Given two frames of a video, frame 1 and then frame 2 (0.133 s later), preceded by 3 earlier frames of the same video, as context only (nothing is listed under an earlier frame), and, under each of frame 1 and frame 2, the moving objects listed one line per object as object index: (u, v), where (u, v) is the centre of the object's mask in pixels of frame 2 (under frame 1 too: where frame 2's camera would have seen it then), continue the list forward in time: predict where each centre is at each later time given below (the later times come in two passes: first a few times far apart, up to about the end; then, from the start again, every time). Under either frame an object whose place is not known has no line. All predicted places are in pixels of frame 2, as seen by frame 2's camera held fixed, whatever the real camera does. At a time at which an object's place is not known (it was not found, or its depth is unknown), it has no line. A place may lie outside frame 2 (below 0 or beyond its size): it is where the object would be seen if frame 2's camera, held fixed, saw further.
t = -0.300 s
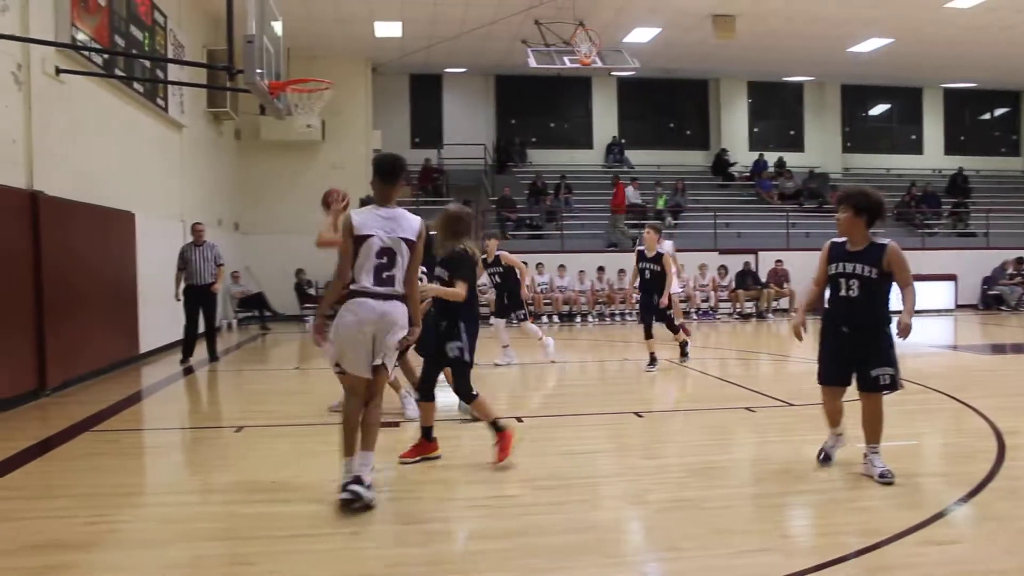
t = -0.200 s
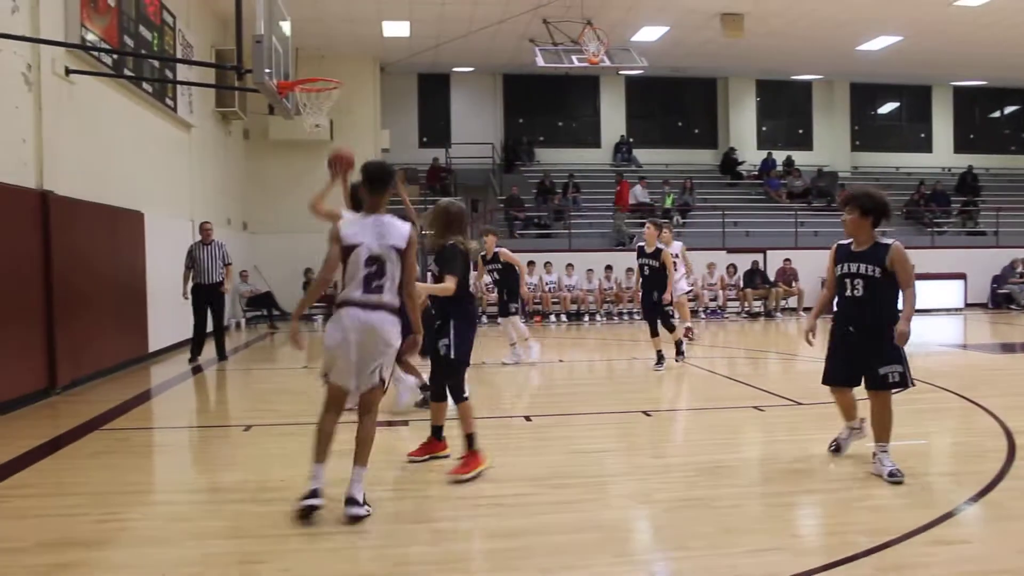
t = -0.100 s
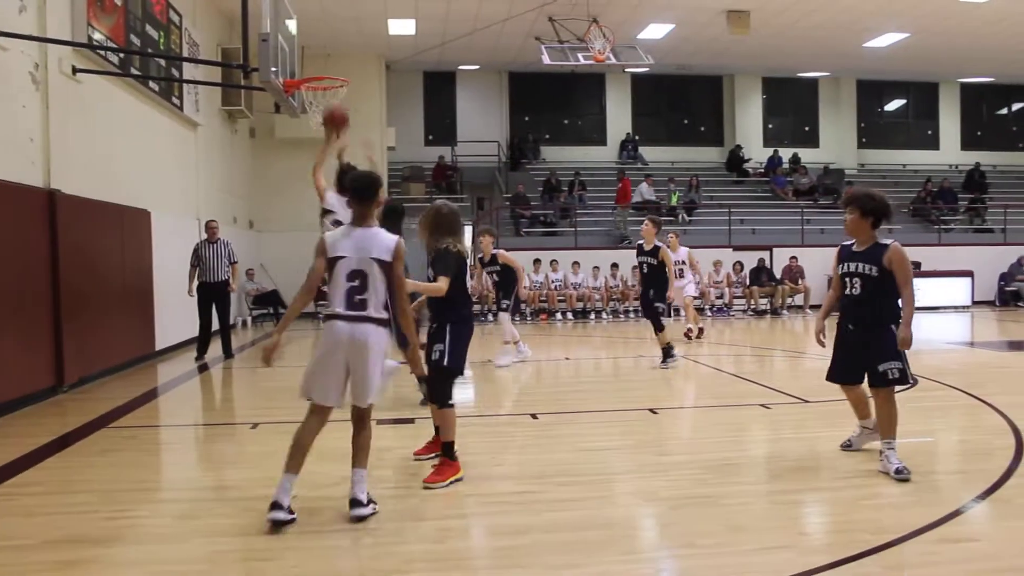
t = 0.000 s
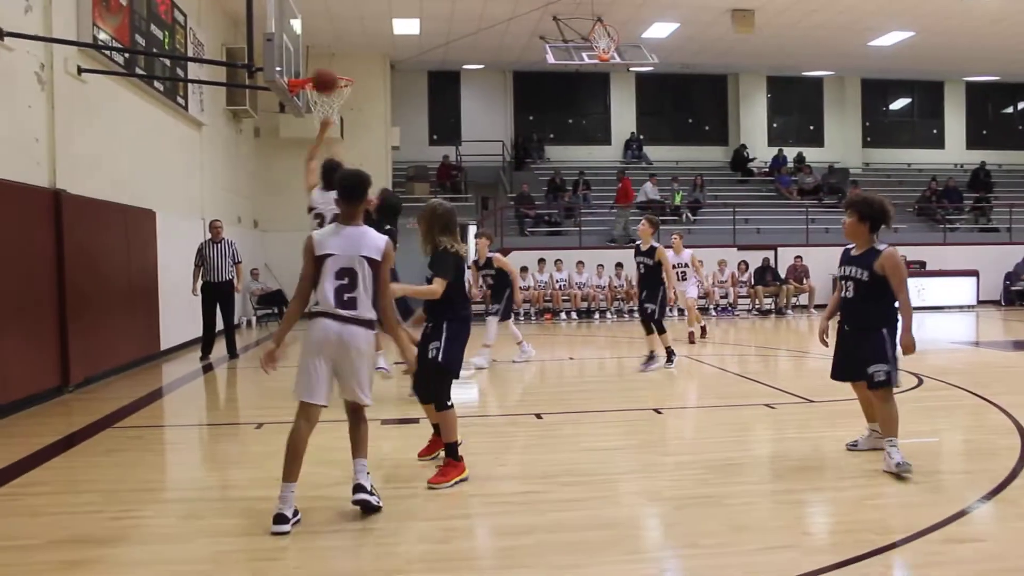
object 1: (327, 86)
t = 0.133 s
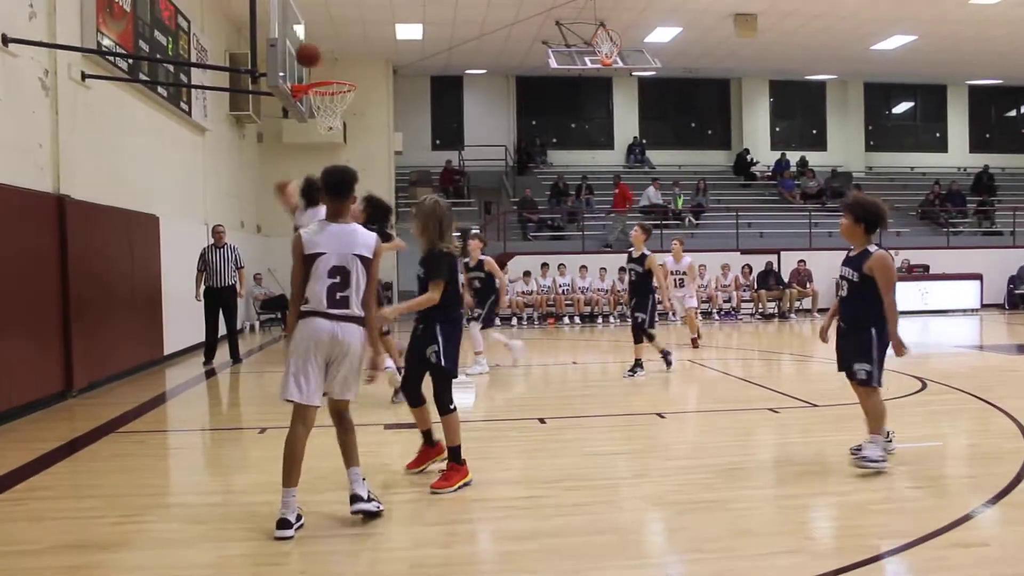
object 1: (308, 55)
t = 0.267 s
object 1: (306, 45)
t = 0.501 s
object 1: (339, 72)
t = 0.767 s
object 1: (328, 94)
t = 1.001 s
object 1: (322, 124)
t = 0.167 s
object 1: (303, 51)
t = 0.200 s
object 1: (299, 47)
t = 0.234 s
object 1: (301, 45)
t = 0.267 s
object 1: (306, 45)
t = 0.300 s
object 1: (311, 46)
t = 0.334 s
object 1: (316, 48)
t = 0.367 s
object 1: (320, 51)
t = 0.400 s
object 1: (325, 56)
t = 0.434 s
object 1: (330, 61)
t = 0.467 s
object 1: (335, 67)
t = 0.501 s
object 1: (339, 72)
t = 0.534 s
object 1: (338, 73)
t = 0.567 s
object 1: (337, 74)
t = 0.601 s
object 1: (336, 75)
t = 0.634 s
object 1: (335, 77)
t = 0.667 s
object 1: (333, 88)
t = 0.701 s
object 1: (333, 92)
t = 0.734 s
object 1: (332, 93)
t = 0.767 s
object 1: (328, 94)
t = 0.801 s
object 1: (326, 96)
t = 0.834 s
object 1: (325, 100)
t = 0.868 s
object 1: (323, 105)
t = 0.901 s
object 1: (321, 110)
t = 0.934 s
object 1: (320, 114)
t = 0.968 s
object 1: (320, 116)
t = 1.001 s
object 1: (322, 124)
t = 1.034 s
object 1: (322, 125)
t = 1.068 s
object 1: (323, 127)
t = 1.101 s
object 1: (324, 132)
